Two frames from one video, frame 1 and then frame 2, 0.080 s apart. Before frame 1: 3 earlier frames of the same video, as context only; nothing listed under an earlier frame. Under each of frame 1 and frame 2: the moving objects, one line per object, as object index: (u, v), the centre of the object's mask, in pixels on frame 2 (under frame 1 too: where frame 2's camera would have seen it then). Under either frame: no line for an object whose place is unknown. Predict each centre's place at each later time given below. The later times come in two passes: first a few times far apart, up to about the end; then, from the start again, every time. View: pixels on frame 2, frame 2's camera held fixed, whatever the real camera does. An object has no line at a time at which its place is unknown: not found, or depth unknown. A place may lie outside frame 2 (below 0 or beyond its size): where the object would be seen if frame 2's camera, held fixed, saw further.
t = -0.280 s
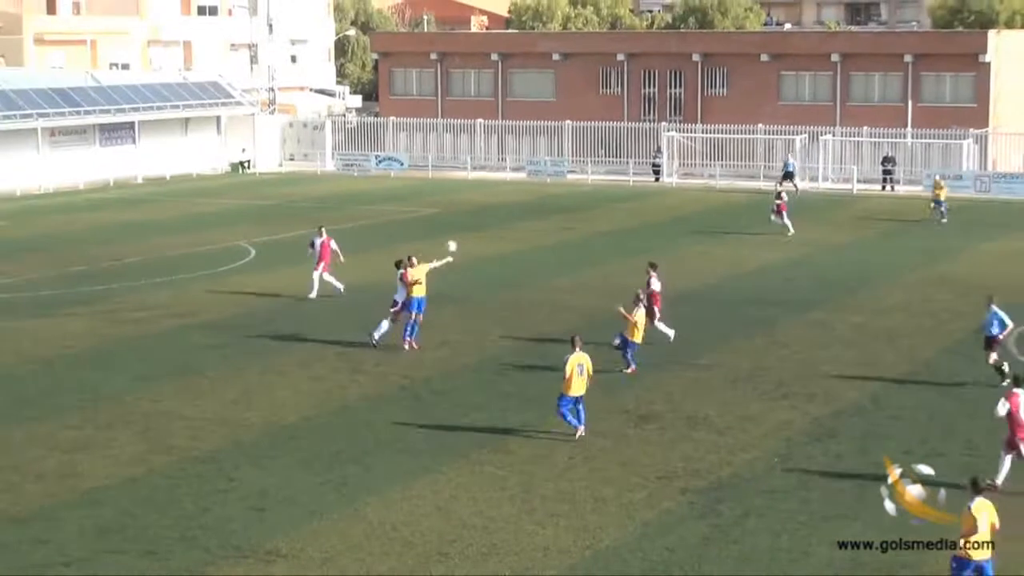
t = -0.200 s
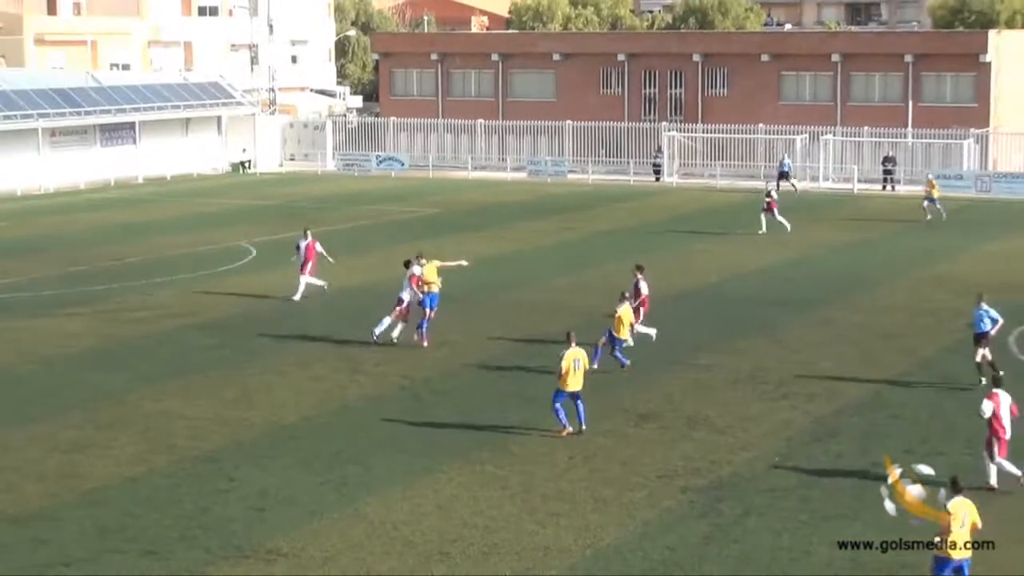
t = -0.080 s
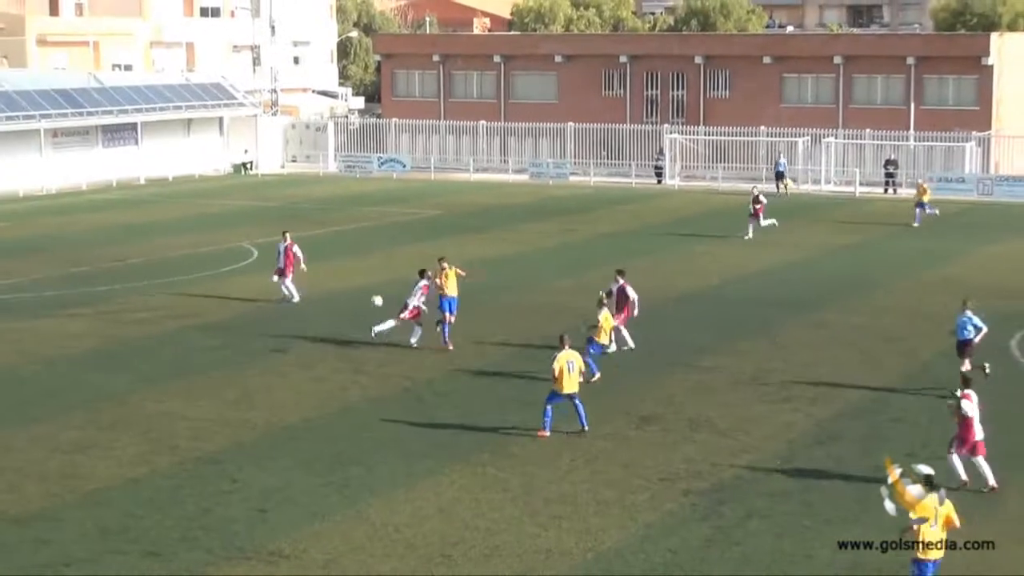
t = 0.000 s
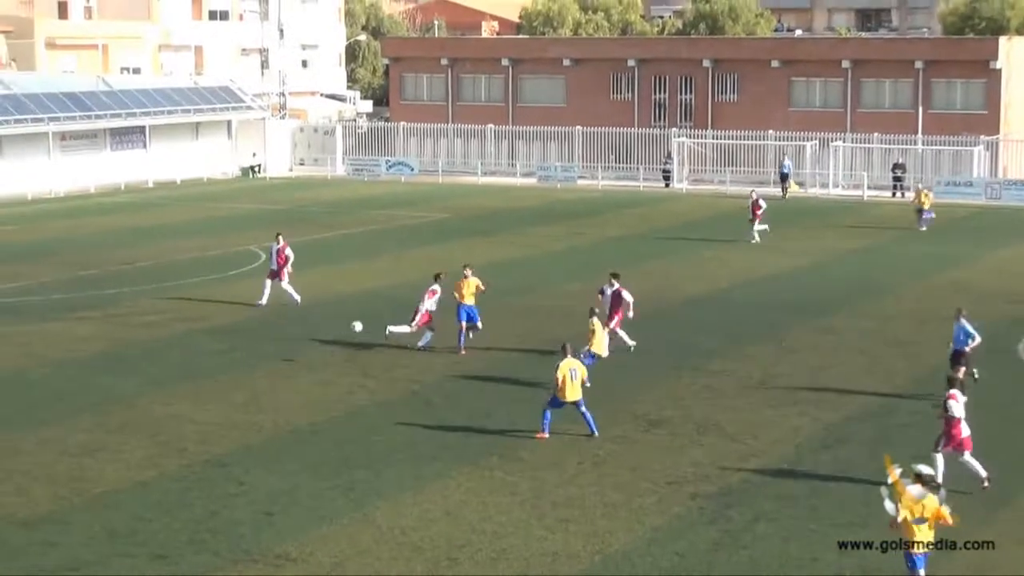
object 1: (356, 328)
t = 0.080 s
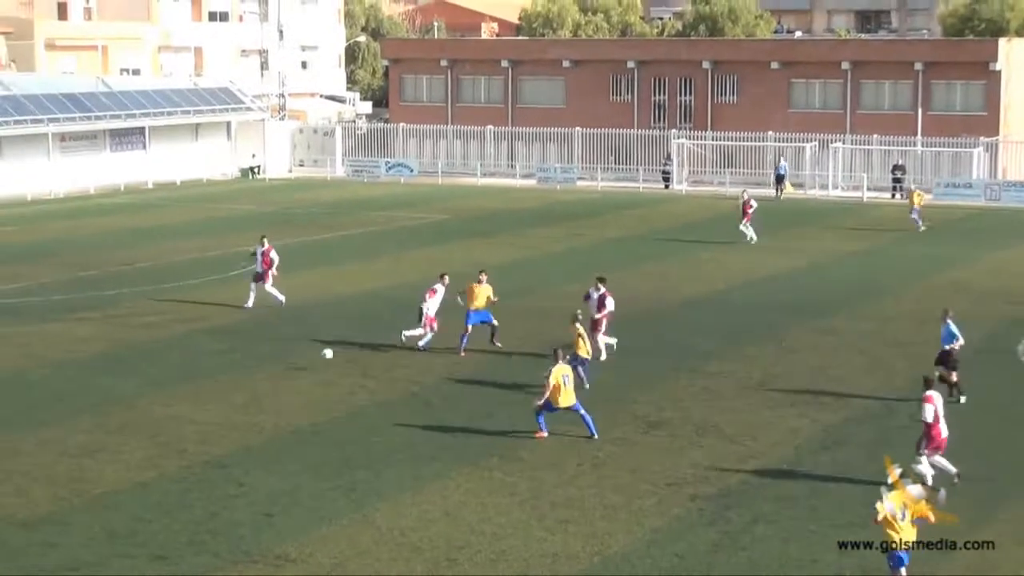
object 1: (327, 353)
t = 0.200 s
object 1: (305, 353)
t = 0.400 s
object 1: (285, 327)
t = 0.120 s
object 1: (313, 368)
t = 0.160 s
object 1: (310, 360)
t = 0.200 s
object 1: (305, 353)
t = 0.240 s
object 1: (301, 347)
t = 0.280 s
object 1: (298, 340)
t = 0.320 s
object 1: (294, 335)
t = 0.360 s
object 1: (289, 331)
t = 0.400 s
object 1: (285, 327)
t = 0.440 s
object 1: (280, 324)
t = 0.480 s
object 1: (275, 323)
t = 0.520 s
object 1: (270, 321)
